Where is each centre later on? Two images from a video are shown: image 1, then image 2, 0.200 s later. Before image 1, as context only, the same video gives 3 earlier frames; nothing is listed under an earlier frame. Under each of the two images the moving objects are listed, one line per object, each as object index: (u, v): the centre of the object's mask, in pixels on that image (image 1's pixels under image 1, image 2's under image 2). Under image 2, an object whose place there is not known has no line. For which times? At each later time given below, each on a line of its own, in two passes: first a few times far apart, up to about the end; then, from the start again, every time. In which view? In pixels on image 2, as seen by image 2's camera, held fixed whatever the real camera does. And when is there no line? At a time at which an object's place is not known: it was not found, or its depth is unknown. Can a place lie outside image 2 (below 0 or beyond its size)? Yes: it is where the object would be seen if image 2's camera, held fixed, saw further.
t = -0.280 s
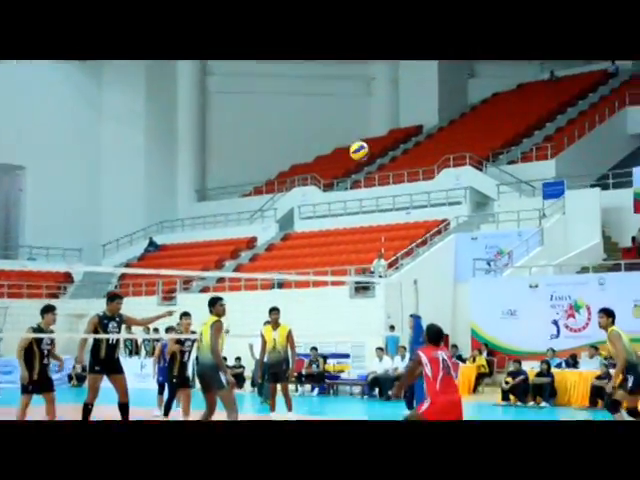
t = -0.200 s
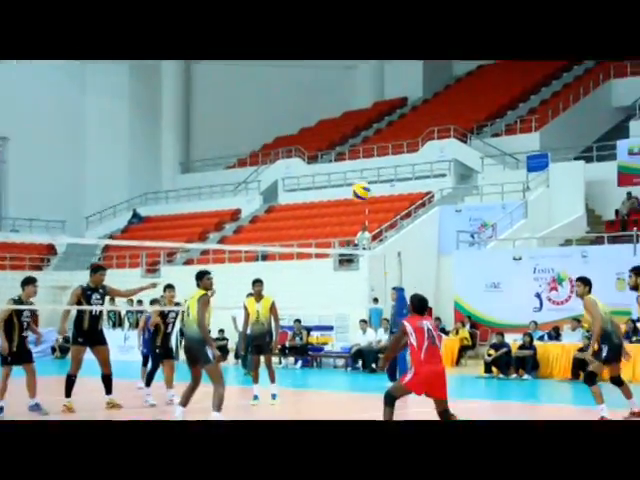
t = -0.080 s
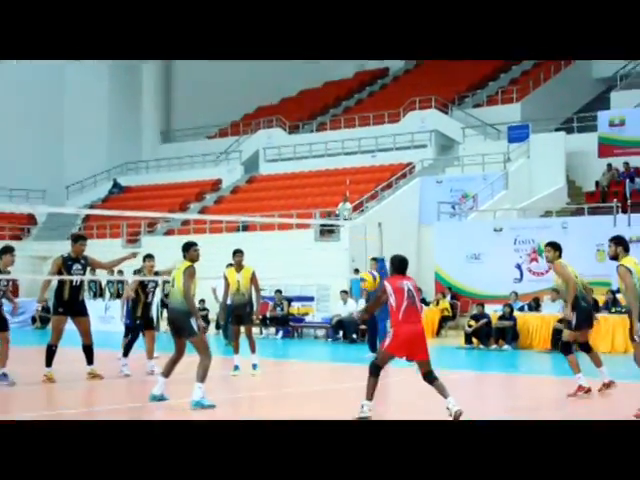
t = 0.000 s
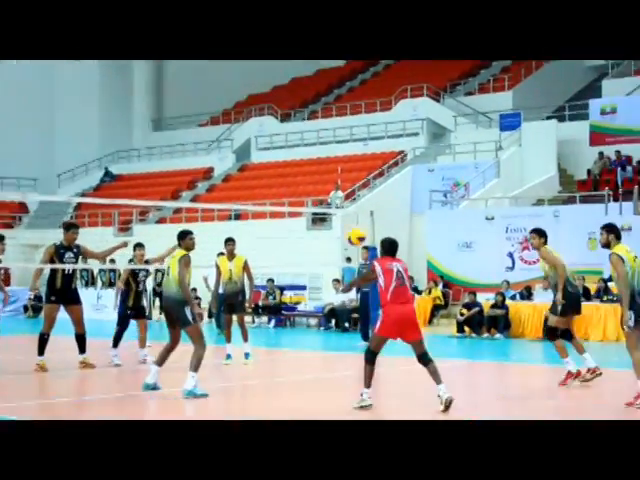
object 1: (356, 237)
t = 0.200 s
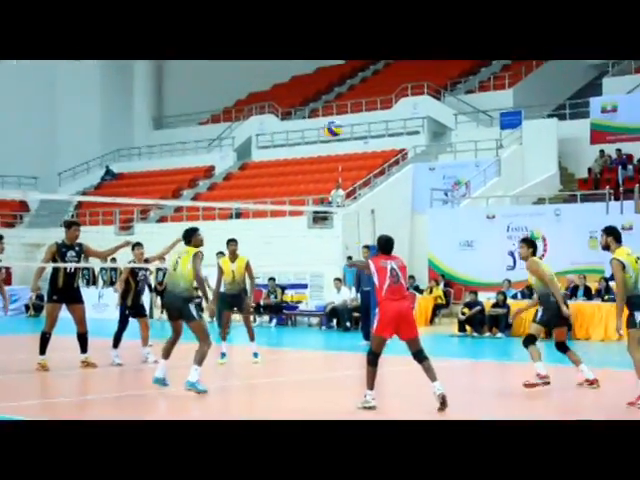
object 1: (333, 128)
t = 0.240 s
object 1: (328, 113)
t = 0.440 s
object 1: (307, 62)
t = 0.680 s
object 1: (285, 52)
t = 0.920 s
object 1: (266, 79)
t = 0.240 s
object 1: (328, 113)
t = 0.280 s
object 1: (324, 100)
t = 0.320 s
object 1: (319, 88)
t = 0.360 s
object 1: (315, 78)
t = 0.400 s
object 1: (310, 69)
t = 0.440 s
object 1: (307, 62)
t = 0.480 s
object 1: (302, 58)
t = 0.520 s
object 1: (299, 55)
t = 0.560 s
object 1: (293, 55)
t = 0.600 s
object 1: (292, 53)
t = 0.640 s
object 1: (288, 52)
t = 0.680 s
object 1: (285, 52)
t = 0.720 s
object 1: (281, 53)
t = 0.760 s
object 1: (278, 54)
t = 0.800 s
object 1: (274, 58)
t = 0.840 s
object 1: (271, 64)
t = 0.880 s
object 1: (268, 71)
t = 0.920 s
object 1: (266, 79)
